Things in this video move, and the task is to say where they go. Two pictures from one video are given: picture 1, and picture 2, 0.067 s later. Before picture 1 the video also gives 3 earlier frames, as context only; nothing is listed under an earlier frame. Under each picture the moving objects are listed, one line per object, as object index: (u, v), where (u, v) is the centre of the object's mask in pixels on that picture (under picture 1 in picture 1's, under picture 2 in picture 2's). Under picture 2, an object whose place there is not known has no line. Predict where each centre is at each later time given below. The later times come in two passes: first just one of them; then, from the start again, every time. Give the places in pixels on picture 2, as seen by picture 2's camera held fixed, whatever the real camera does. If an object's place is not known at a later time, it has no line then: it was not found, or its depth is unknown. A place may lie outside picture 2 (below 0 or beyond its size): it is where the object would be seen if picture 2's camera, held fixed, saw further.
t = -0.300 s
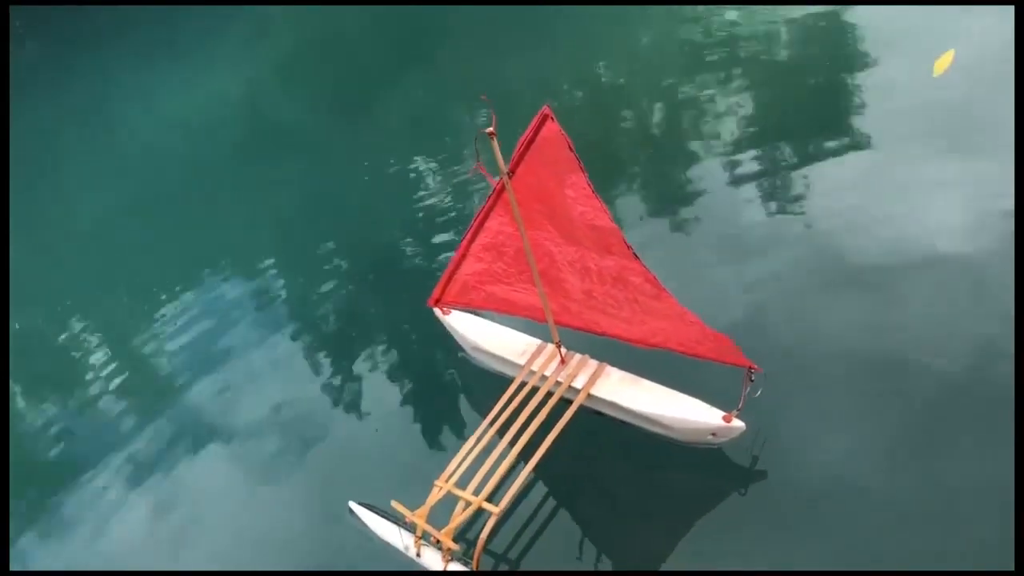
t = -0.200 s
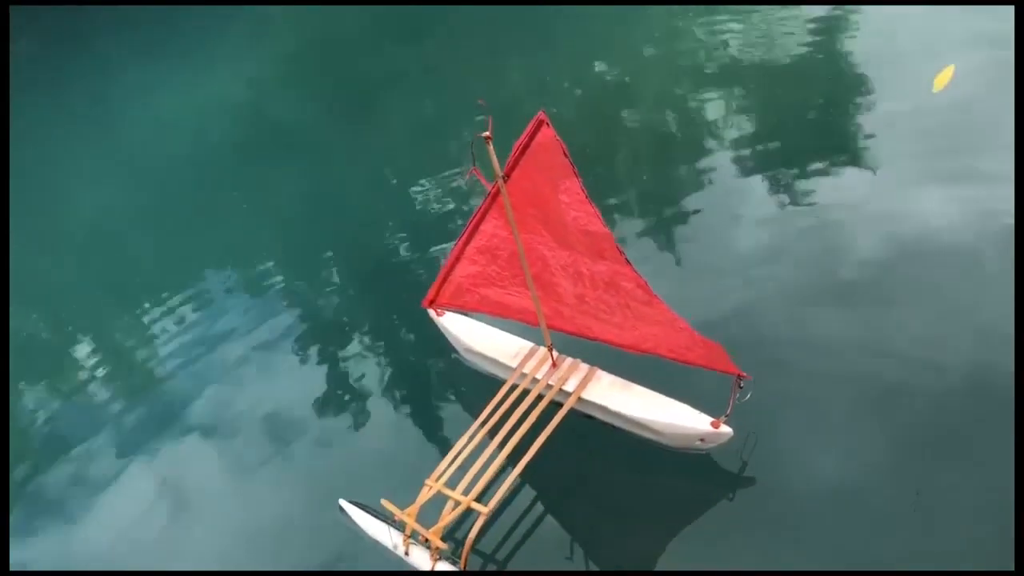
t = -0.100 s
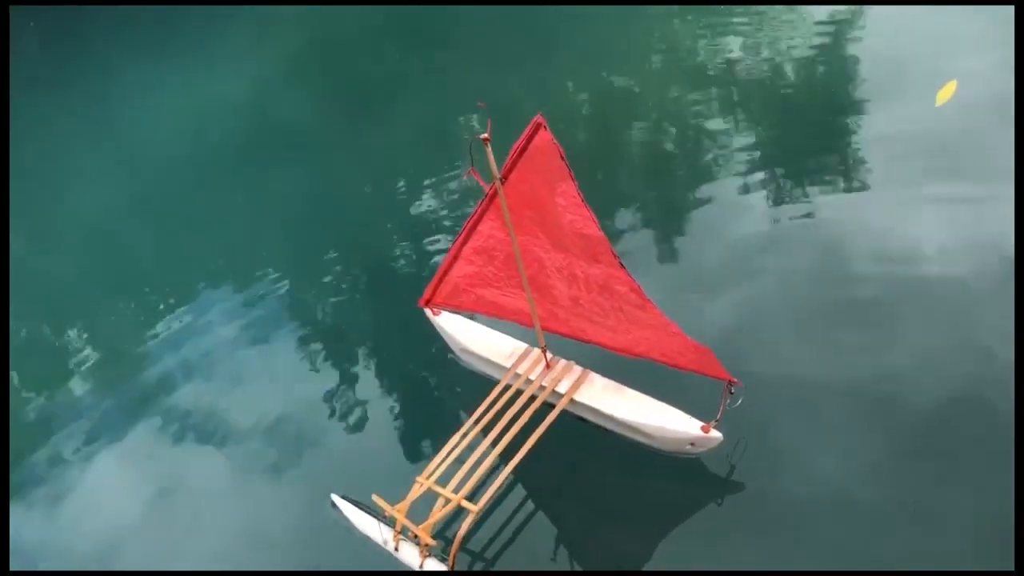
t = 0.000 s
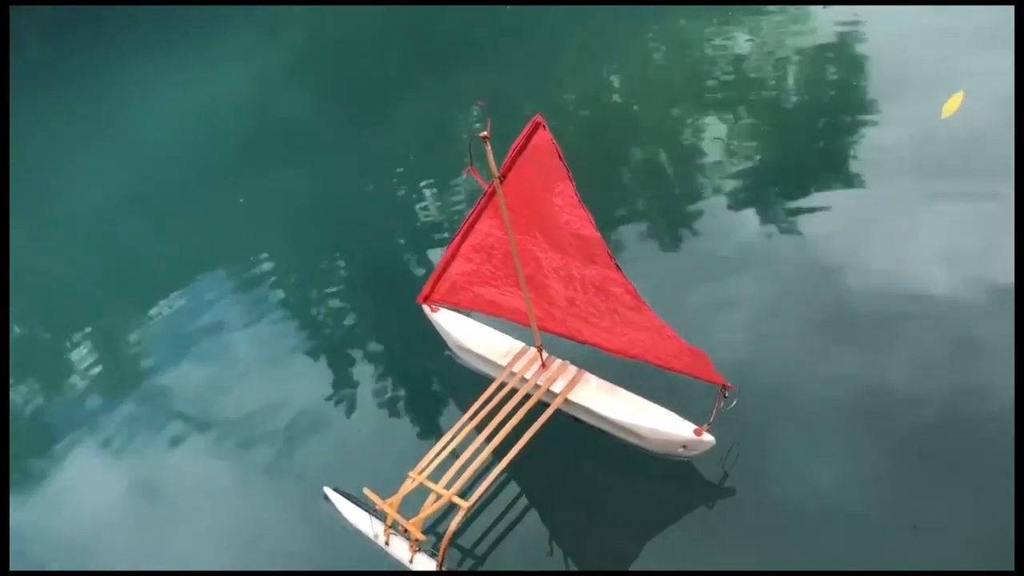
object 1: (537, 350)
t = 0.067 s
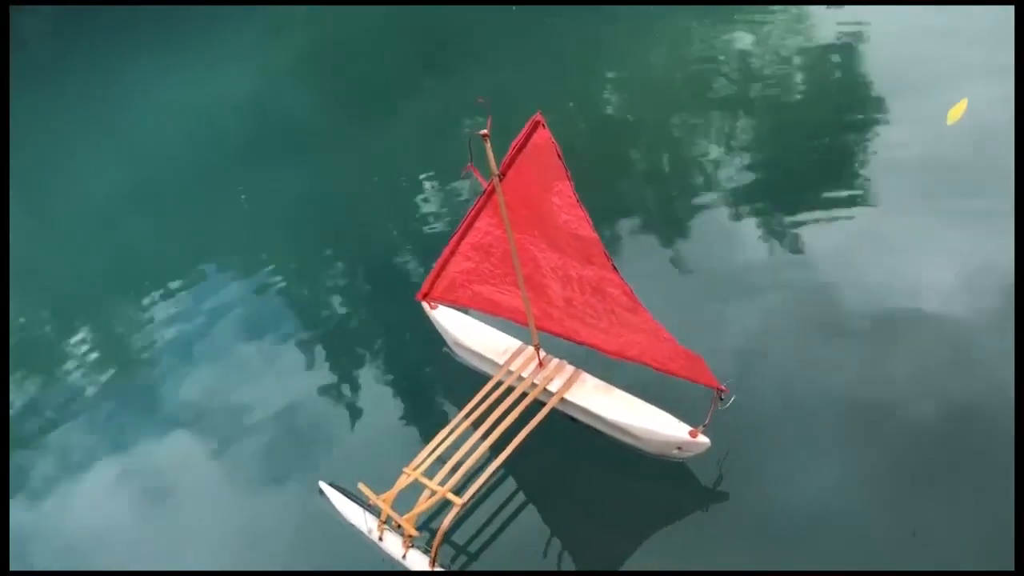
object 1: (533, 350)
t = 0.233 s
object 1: (523, 354)
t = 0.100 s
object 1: (533, 350)
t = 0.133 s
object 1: (531, 350)
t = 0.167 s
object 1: (529, 351)
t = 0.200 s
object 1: (526, 353)
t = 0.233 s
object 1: (523, 354)
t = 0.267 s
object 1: (519, 355)
